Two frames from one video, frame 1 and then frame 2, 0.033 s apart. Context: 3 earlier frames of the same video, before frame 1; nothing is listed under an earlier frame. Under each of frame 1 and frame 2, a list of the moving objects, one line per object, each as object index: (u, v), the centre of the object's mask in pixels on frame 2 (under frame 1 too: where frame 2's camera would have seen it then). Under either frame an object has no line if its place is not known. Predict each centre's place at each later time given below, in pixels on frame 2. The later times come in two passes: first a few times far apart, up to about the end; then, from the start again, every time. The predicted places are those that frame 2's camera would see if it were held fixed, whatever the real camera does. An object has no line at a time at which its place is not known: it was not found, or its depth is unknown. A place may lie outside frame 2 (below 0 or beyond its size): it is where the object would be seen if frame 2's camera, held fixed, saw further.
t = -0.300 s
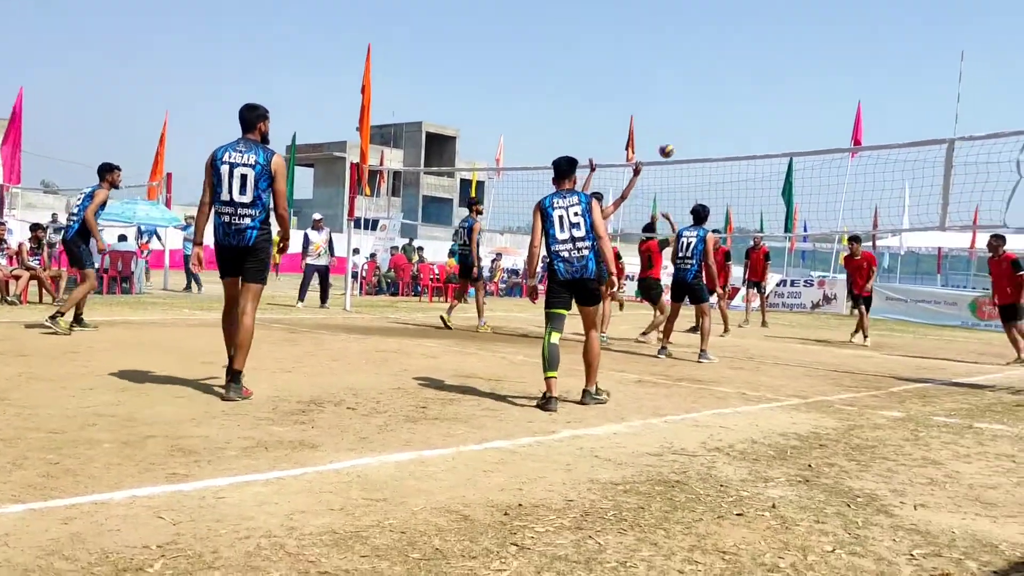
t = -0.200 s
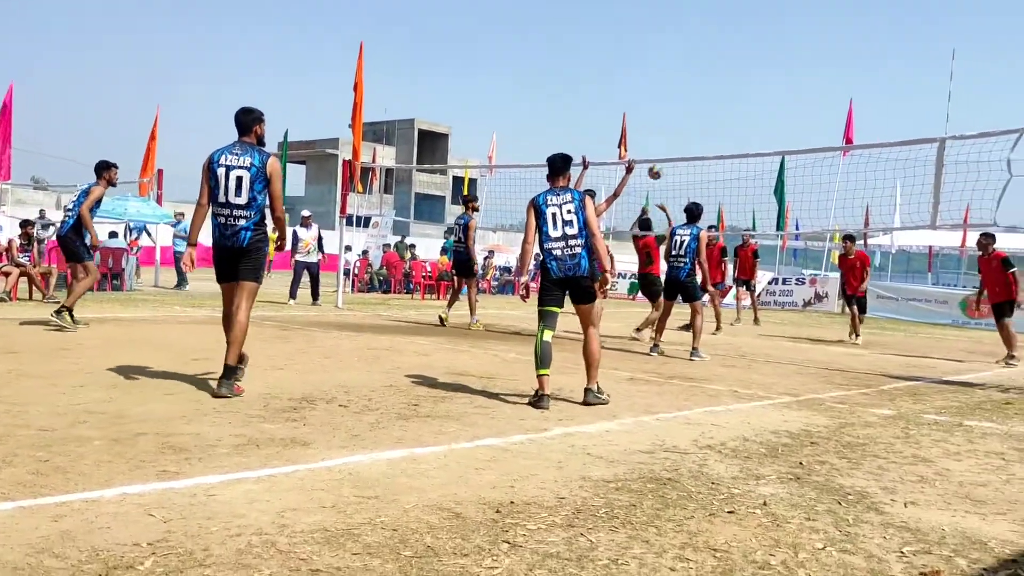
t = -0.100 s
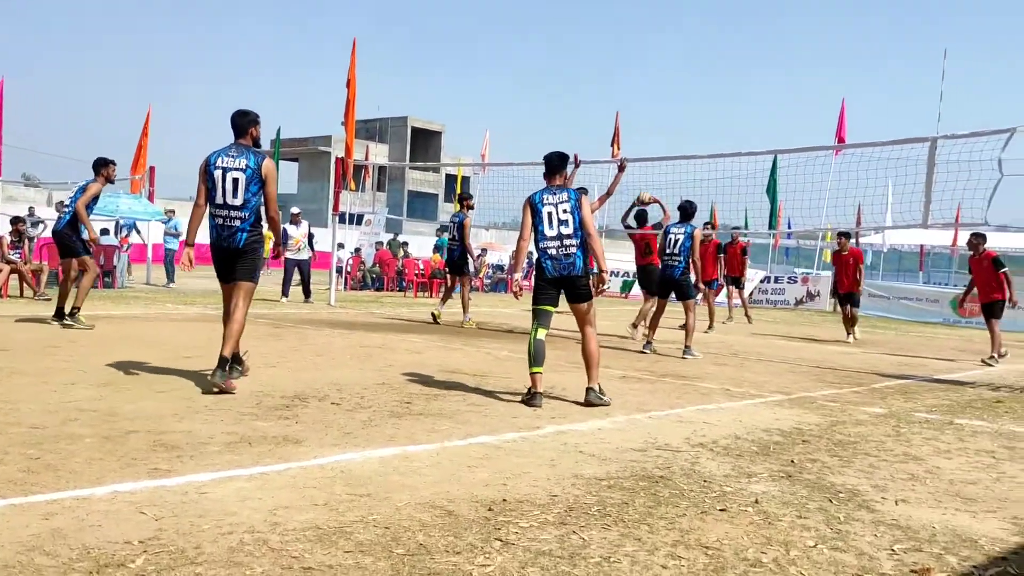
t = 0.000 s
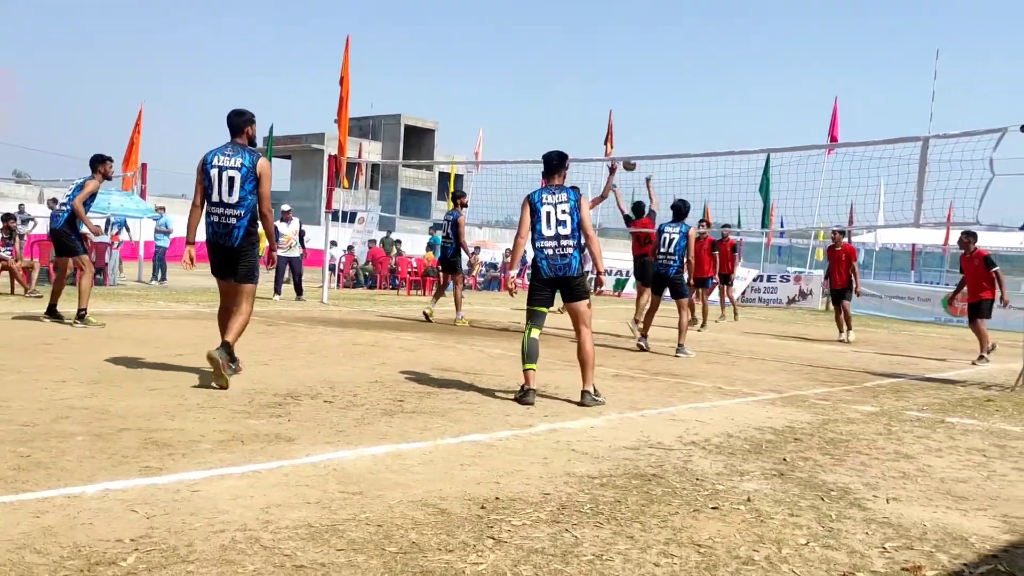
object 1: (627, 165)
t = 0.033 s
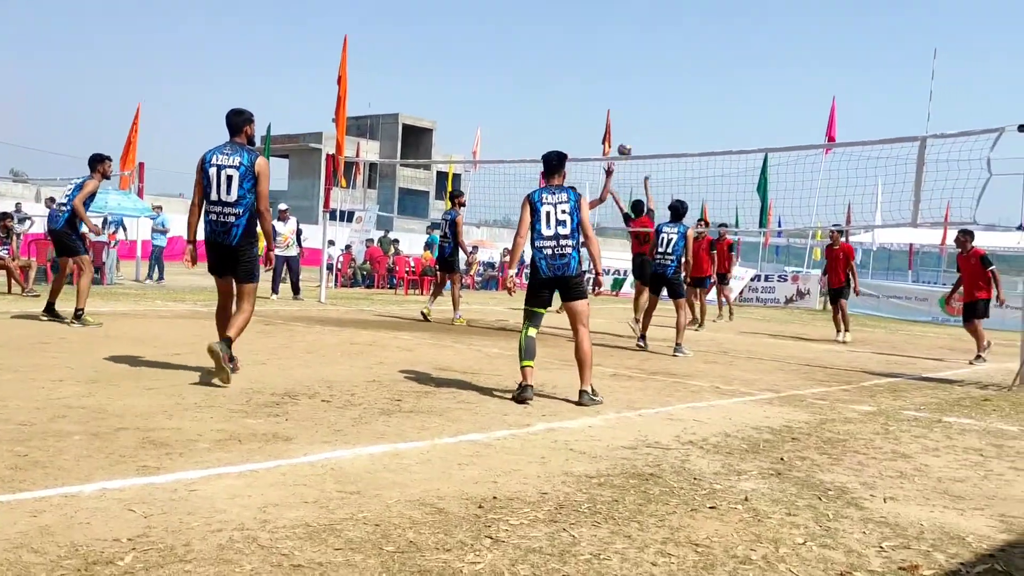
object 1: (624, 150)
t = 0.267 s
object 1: (605, 81)
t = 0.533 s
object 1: (581, 53)
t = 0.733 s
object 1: (562, 62)
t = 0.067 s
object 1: (622, 138)
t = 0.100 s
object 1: (619, 126)
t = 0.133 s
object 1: (617, 116)
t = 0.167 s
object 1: (613, 105)
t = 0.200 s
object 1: (610, 97)
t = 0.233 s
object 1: (607, 89)
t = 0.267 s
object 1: (605, 81)
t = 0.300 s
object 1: (602, 75)
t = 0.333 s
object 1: (599, 70)
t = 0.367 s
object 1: (595, 65)
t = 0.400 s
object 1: (592, 61)
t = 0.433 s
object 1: (590, 58)
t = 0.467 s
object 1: (587, 55)
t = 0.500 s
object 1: (584, 54)
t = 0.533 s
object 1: (581, 53)
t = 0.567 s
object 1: (578, 53)
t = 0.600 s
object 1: (575, 53)
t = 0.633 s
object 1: (572, 55)
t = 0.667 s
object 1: (568, 56)
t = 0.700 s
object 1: (565, 59)
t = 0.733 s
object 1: (562, 62)
